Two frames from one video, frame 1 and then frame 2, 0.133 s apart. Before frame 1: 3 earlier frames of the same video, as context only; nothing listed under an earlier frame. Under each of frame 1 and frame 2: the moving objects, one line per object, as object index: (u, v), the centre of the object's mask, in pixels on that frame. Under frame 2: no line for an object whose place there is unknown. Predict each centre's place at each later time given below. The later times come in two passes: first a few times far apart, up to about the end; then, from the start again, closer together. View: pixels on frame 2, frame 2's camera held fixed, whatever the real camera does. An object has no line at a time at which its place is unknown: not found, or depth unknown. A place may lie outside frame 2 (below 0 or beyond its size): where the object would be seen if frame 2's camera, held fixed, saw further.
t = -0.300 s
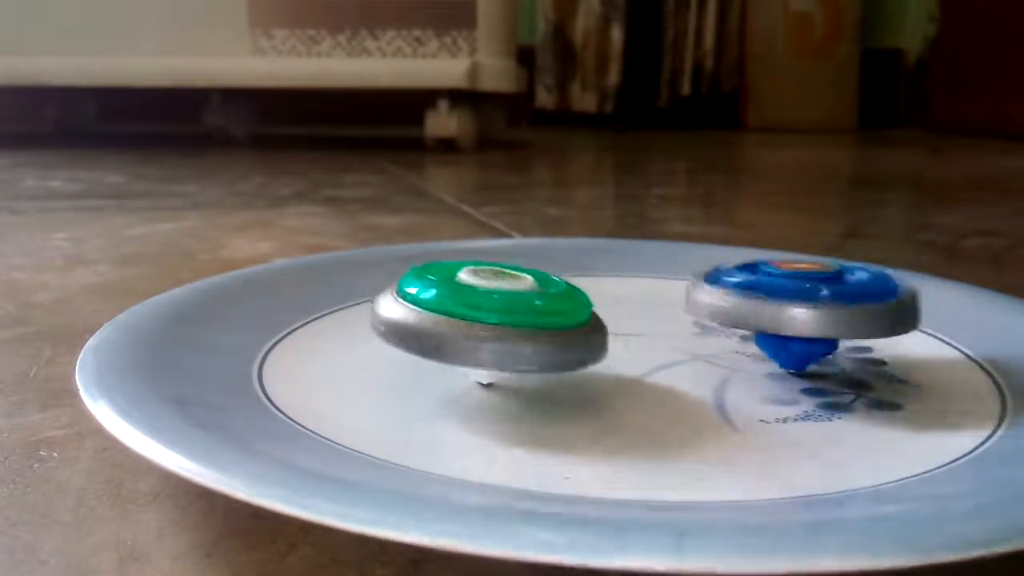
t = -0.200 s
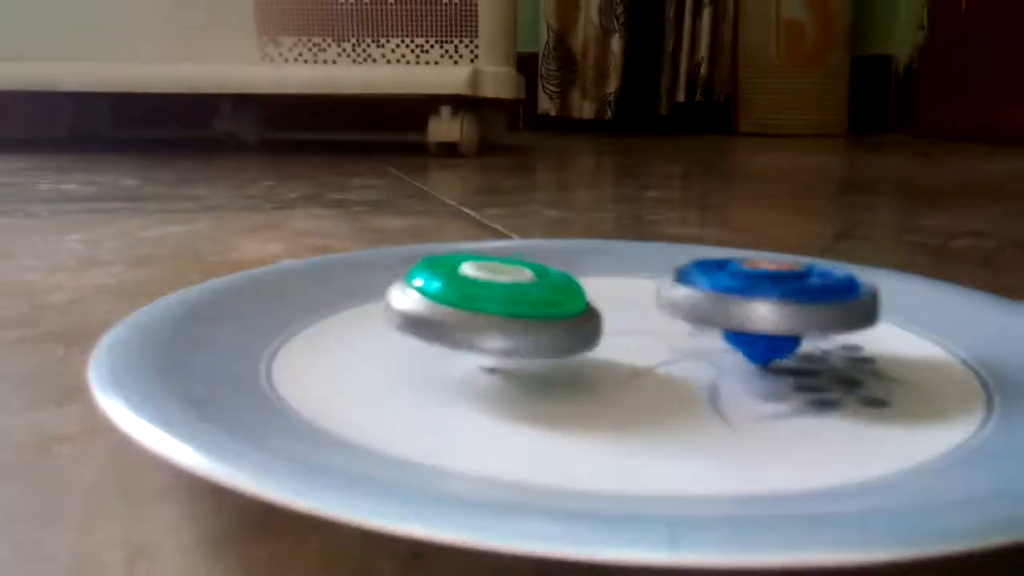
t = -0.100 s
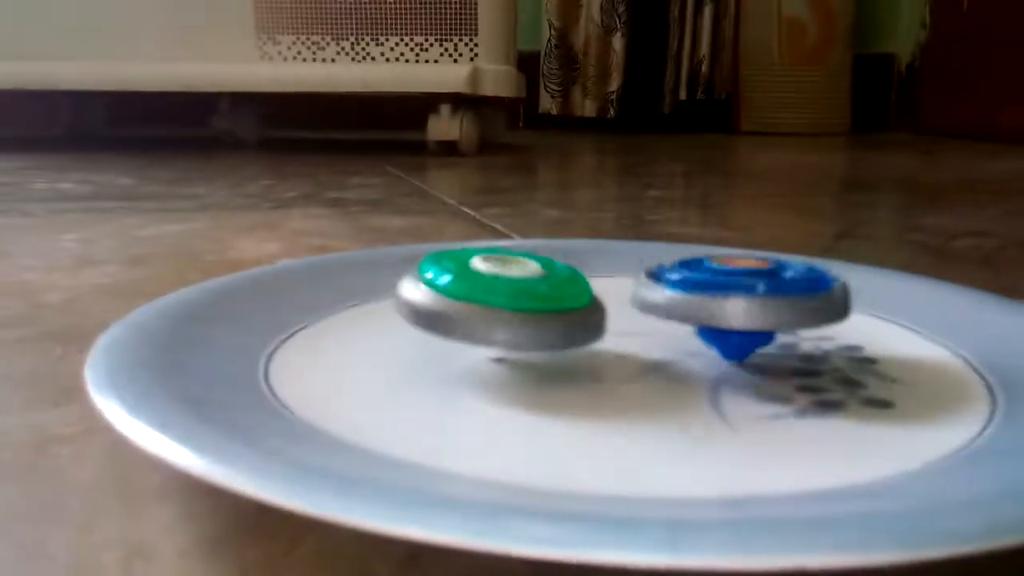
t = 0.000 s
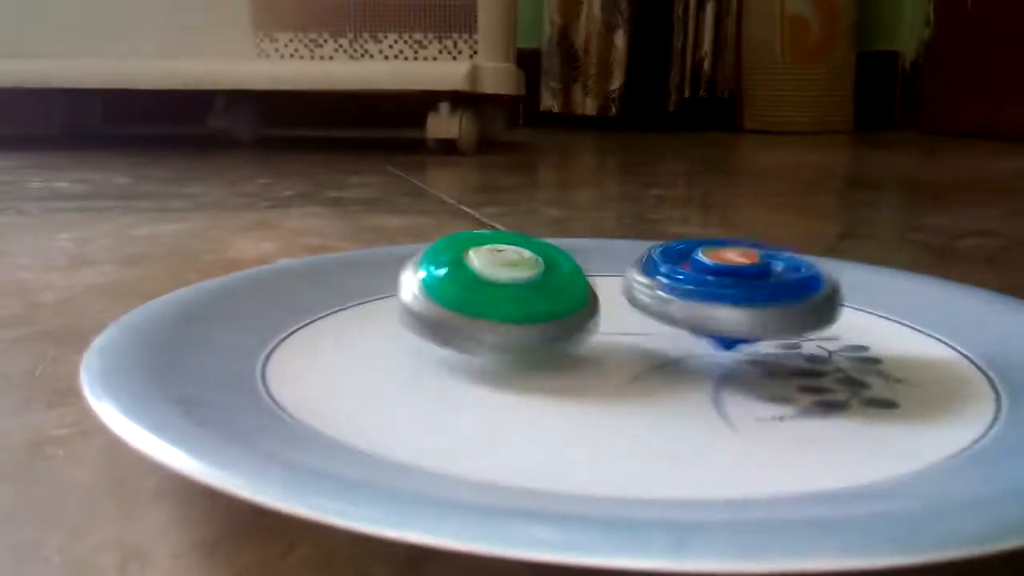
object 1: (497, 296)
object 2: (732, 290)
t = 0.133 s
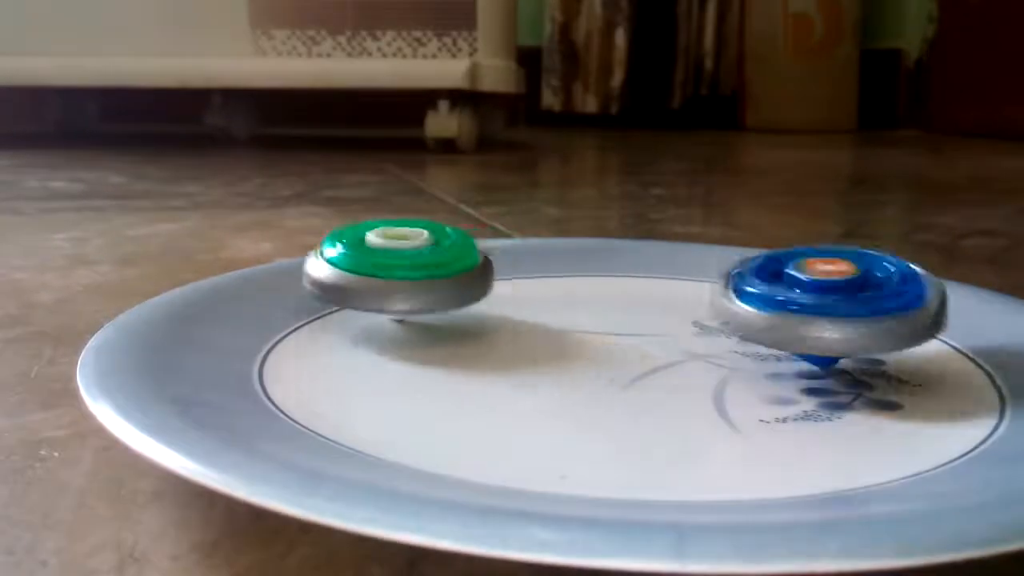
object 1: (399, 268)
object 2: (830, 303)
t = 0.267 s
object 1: (419, 267)
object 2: (889, 307)
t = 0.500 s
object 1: (490, 273)
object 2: (922, 298)
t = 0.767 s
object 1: (563, 288)
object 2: (845, 304)
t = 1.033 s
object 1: (531, 297)
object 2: (813, 318)
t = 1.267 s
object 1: (493, 309)
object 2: (737, 321)
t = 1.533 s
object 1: (379, 308)
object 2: (705, 321)
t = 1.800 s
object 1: (331, 302)
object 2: (649, 314)
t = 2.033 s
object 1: (345, 299)
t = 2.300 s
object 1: (393, 291)
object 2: (610, 296)
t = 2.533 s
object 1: (326, 285)
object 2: (755, 299)
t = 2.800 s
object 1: (395, 293)
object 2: (856, 311)
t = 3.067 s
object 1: (470, 306)
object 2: (909, 330)
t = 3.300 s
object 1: (520, 325)
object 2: (885, 342)
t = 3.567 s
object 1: (496, 342)
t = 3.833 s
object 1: (415, 342)
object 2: (739, 330)
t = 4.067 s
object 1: (382, 335)
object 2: (689, 312)
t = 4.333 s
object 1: (413, 321)
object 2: (667, 291)
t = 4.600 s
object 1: (490, 313)
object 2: (684, 275)
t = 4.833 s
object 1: (573, 317)
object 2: (720, 267)
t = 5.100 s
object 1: (658, 328)
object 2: (771, 257)
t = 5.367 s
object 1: (706, 349)
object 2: (785, 262)
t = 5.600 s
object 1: (695, 366)
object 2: (786, 272)
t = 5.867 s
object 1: (644, 369)
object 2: (756, 283)
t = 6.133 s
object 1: (606, 353)
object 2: (703, 282)
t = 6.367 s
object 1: (579, 345)
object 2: (675, 274)
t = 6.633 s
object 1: (626, 334)
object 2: (715, 260)
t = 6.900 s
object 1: (700, 331)
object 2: (791, 257)
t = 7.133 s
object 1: (762, 336)
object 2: (838, 263)
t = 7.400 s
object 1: (547, 384)
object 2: (809, 255)
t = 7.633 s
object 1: (556, 394)
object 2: (741, 256)
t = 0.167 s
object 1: (395, 266)
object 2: (846, 304)
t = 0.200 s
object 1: (401, 266)
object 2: (861, 304)
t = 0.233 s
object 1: (410, 267)
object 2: (874, 305)
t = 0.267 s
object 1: (419, 267)
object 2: (889, 307)
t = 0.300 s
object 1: (428, 268)
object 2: (901, 307)
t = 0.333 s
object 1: (438, 269)
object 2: (909, 306)
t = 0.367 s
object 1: (450, 270)
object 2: (917, 305)
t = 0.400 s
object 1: (459, 270)
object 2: (922, 304)
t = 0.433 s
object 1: (469, 271)
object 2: (924, 302)
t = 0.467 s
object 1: (480, 272)
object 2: (924, 299)
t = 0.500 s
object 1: (490, 273)
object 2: (922, 298)
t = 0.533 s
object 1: (500, 274)
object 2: (916, 295)
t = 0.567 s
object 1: (509, 275)
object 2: (907, 295)
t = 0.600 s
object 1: (518, 277)
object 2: (896, 296)
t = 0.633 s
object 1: (528, 279)
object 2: (886, 297)
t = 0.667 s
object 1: (538, 281)
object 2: (875, 299)
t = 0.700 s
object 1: (546, 282)
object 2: (866, 300)
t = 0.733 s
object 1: (554, 285)
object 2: (857, 303)
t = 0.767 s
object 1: (563, 288)
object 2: (845, 304)
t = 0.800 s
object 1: (572, 290)
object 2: (834, 306)
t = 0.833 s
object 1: (579, 291)
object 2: (823, 307)
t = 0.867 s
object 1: (579, 293)
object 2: (815, 308)
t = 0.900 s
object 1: (551, 291)
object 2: (836, 312)
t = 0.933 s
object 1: (541, 290)
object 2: (836, 314)
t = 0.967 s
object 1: (540, 292)
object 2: (829, 315)
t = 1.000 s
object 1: (535, 294)
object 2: (820, 316)
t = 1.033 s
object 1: (531, 297)
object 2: (813, 318)
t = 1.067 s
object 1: (529, 299)
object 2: (804, 319)
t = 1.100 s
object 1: (523, 300)
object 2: (792, 320)
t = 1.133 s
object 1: (517, 302)
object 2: (783, 320)
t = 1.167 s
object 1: (512, 303)
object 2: (773, 320)
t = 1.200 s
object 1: (507, 306)
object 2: (760, 321)
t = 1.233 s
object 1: (500, 307)
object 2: (749, 320)
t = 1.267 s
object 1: (493, 309)
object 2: (737, 321)
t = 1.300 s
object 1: (474, 309)
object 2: (735, 322)
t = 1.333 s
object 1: (448, 308)
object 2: (735, 322)
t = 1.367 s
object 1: (435, 307)
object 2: (733, 322)
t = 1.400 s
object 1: (423, 309)
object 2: (726, 322)
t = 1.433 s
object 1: (412, 309)
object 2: (722, 322)
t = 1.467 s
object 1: (401, 309)
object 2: (717, 321)
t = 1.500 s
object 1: (390, 309)
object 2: (710, 321)
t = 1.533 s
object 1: (379, 308)
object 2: (705, 321)
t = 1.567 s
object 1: (371, 308)
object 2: (698, 320)
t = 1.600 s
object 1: (362, 307)
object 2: (691, 320)
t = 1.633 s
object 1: (353, 306)
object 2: (684, 319)
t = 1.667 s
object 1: (346, 306)
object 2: (678, 318)
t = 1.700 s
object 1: (342, 303)
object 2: (670, 317)
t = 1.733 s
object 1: (337, 302)
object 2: (663, 317)
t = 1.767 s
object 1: (332, 303)
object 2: (656, 315)
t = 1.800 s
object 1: (331, 302)
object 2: (649, 314)
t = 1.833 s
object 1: (331, 301)
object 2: (643, 314)
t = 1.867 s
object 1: (329, 300)
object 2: (634, 311)
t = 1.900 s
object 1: (330, 301)
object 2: (627, 310)
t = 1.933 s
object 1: (332, 301)
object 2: (621, 309)
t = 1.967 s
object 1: (334, 300)
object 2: (611, 308)
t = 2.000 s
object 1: (341, 300)
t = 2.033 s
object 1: (345, 299)
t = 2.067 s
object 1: (350, 297)
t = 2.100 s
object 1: (358, 297)
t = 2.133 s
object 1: (358, 296)
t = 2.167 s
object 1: (358, 294)
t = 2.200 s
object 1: (367, 293)
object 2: (599, 299)
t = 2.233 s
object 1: (374, 292)
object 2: (602, 297)
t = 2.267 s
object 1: (384, 292)
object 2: (605, 296)
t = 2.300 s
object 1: (393, 291)
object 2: (610, 296)
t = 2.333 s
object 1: (368, 286)
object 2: (642, 296)
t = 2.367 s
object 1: (335, 280)
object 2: (682, 297)
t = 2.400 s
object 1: (321, 276)
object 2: (703, 297)
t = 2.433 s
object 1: (320, 278)
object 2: (714, 298)
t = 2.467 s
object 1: (320, 280)
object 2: (730, 298)
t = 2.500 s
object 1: (324, 282)
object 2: (741, 297)
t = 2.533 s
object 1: (326, 285)
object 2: (755, 299)
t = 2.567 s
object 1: (333, 287)
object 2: (769, 299)
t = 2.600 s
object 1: (340, 287)
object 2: (782, 300)
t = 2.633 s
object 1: (346, 289)
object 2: (797, 302)
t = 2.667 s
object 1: (357, 290)
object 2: (808, 302)
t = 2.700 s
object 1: (365, 290)
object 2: (820, 305)
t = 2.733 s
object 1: (374, 292)
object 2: (832, 306)
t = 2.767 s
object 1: (385, 293)
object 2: (843, 308)
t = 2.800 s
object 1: (395, 293)
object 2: (856, 311)
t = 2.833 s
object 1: (405, 295)
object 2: (867, 311)
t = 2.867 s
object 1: (415, 296)
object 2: (876, 315)
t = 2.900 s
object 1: (424, 297)
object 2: (885, 318)
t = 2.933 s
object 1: (434, 299)
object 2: (891, 320)
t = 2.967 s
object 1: (444, 300)
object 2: (899, 323)
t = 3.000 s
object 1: (451, 302)
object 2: (903, 325)
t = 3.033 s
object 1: (462, 305)
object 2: (905, 327)
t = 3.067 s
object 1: (470, 306)
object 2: (909, 330)
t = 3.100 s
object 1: (478, 309)
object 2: (907, 332)
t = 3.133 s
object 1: (487, 312)
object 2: (909, 333)
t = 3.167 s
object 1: (494, 314)
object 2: (907, 336)
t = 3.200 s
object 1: (501, 317)
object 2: (902, 338)
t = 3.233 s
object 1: (509, 319)
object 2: (898, 340)
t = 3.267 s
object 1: (514, 322)
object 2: (891, 340)
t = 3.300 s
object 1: (520, 325)
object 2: (885, 342)
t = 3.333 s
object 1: (527, 328)
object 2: (875, 344)
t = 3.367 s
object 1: (531, 331)
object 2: (862, 345)
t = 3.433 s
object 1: (539, 337)
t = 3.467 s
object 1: (541, 340)
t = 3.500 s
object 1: (521, 339)
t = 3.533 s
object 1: (504, 339)
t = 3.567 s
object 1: (496, 342)
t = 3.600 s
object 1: (486, 343)
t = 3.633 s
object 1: (476, 343)
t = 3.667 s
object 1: (463, 343)
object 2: (788, 340)
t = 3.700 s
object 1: (458, 344)
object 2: (776, 338)
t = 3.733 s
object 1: (444, 345)
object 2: (768, 337)
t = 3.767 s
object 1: (436, 343)
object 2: (756, 335)
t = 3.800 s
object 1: (425, 344)
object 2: (751, 333)
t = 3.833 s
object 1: (415, 342)
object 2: (739, 330)
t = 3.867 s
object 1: (406, 341)
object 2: (729, 327)
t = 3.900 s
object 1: (399, 340)
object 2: (722, 325)
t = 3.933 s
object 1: (393, 339)
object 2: (713, 322)
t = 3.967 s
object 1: (391, 338)
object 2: (709, 321)
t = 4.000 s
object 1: (386, 337)
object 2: (698, 316)
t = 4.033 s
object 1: (385, 338)
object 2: (694, 314)
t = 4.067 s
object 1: (382, 335)
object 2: (689, 312)
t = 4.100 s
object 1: (381, 335)
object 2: (682, 309)
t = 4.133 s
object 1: (385, 332)
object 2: (678, 307)
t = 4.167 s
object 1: (386, 330)
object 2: (673, 304)
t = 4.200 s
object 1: (391, 329)
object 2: (673, 302)
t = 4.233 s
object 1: (394, 325)
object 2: (669, 298)
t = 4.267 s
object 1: (399, 325)
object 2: (668, 296)
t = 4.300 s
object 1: (406, 322)
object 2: (669, 294)
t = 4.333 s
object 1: (413, 321)
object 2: (667, 291)
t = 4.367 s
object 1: (421, 320)
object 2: (667, 289)
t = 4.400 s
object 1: (430, 318)
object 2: (667, 287)
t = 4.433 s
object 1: (437, 317)
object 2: (670, 285)
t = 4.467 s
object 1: (448, 316)
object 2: (670, 282)
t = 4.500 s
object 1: (457, 315)
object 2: (673, 281)
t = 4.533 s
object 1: (469, 315)
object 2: (677, 278)
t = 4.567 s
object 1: (480, 314)
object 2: (679, 277)
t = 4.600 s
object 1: (490, 313)
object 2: (684, 275)
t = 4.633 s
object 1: (502, 314)
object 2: (685, 274)
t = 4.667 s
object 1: (513, 313)
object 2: (691, 273)
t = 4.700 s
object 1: (525, 314)
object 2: (695, 270)
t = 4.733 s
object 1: (538, 314)
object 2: (702, 270)
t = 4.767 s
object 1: (549, 315)
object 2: (708, 268)
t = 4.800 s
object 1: (562, 315)
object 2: (715, 267)
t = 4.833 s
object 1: (573, 317)
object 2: (720, 267)
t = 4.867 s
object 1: (585, 318)
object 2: (728, 265)
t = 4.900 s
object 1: (597, 318)
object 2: (735, 264)
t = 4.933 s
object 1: (607, 319)
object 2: (741, 262)
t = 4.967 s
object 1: (619, 321)
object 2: (748, 262)
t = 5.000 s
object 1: (629, 323)
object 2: (755, 260)
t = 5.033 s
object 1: (640, 325)
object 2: (759, 258)
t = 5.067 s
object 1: (650, 327)
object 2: (765, 258)
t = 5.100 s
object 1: (658, 328)
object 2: (771, 257)
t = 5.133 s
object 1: (668, 331)
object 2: (773, 258)
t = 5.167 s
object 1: (675, 333)
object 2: (773, 257)
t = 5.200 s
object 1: (682, 336)
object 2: (779, 258)
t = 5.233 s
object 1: (689, 337)
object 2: (780, 257)
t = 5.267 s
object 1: (694, 341)
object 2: (781, 258)
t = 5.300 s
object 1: (699, 344)
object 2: (783, 259)
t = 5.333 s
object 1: (703, 346)
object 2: (783, 260)
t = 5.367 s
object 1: (706, 349)
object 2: (785, 262)
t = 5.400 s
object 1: (708, 352)
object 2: (785, 263)
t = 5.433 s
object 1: (707, 355)
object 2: (787, 265)
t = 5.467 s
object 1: (709, 358)
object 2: (785, 265)
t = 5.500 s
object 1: (706, 360)
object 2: (786, 268)
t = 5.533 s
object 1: (704, 363)
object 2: (785, 269)
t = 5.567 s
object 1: (702, 364)
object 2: (784, 271)
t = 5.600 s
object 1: (695, 366)
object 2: (786, 272)
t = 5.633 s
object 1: (692, 368)
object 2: (782, 273)
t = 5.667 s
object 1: (684, 367)
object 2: (780, 276)
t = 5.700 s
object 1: (678, 370)
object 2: (776, 277)
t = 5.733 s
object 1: (674, 370)
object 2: (774, 280)
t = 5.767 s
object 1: (664, 370)
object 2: (768, 280)
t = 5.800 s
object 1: (660, 371)
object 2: (768, 282)
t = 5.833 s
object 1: (650, 368)
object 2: (760, 282)
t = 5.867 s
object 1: (644, 369)
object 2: (756, 283)
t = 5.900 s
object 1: (637, 367)
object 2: (750, 284)
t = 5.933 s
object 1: (630, 366)
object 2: (744, 284)
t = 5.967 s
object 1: (625, 364)
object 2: (737, 286)
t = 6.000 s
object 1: (618, 362)
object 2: (732, 285)
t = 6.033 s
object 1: (614, 360)
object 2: (723, 286)
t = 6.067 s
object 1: (609, 357)
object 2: (716, 284)
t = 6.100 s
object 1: (606, 355)
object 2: (711, 284)
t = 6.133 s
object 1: (606, 353)
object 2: (703, 282)
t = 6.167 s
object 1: (605, 349)
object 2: (697, 282)
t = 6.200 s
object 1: (604, 348)
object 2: (691, 279)
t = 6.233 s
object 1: (601, 346)
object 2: (680, 280)
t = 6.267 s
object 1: (599, 345)
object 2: (678, 279)
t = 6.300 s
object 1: (582, 348)
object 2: (674, 277)
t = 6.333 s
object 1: (574, 348)
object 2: (674, 278)
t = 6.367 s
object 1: (579, 345)
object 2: (675, 274)
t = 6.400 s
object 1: (584, 345)
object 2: (674, 272)
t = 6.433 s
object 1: (587, 342)
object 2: (679, 270)
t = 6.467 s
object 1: (594, 341)
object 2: (682, 269)
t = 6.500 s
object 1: (599, 339)
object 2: (687, 266)
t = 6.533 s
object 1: (606, 337)
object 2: (692, 265)
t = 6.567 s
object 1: (612, 337)
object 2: (699, 262)
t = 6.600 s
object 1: (620, 334)
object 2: (706, 262)
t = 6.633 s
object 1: (626, 334)
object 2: (715, 260)
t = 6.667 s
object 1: (637, 333)
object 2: (725, 260)
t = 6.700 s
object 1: (643, 333)
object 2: (732, 258)
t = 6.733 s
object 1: (654, 332)
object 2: (743, 259)
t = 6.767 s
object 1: (662, 331)
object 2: (752, 257)
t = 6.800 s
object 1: (673, 331)
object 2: (764, 258)
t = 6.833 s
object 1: (681, 331)
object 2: (771, 256)
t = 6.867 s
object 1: (691, 331)
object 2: (783, 258)
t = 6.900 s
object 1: (700, 331)
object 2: (791, 257)
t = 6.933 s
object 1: (709, 331)
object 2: (801, 259)
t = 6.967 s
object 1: (720, 332)
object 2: (809, 258)
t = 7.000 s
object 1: (728, 332)
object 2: (817, 260)
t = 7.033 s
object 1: (739, 333)
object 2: (826, 259)
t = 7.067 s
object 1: (746, 333)
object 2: (829, 262)
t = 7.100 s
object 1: (756, 335)
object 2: (838, 261)
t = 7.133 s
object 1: (762, 336)
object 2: (838, 263)
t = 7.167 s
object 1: (719, 352)
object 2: (856, 265)
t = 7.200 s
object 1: (655, 374)
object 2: (854, 261)
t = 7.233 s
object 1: (600, 389)
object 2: (862, 252)
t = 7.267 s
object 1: (555, 394)
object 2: (862, 252)
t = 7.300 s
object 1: (535, 396)
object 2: (849, 252)
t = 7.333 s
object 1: (536, 386)
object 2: (835, 253)
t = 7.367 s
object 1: (544, 385)
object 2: (822, 255)
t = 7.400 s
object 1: (547, 384)
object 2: (809, 255)
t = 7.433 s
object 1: (550, 383)
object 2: (797, 256)
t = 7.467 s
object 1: (550, 383)
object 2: (787, 256)
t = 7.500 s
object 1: (548, 383)
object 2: (776, 257)
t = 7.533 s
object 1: (547, 385)
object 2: (766, 256)
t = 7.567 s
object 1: (546, 385)
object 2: (758, 256)
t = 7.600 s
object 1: (552, 391)
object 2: (747, 256)
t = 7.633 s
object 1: (556, 394)
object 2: (741, 256)
